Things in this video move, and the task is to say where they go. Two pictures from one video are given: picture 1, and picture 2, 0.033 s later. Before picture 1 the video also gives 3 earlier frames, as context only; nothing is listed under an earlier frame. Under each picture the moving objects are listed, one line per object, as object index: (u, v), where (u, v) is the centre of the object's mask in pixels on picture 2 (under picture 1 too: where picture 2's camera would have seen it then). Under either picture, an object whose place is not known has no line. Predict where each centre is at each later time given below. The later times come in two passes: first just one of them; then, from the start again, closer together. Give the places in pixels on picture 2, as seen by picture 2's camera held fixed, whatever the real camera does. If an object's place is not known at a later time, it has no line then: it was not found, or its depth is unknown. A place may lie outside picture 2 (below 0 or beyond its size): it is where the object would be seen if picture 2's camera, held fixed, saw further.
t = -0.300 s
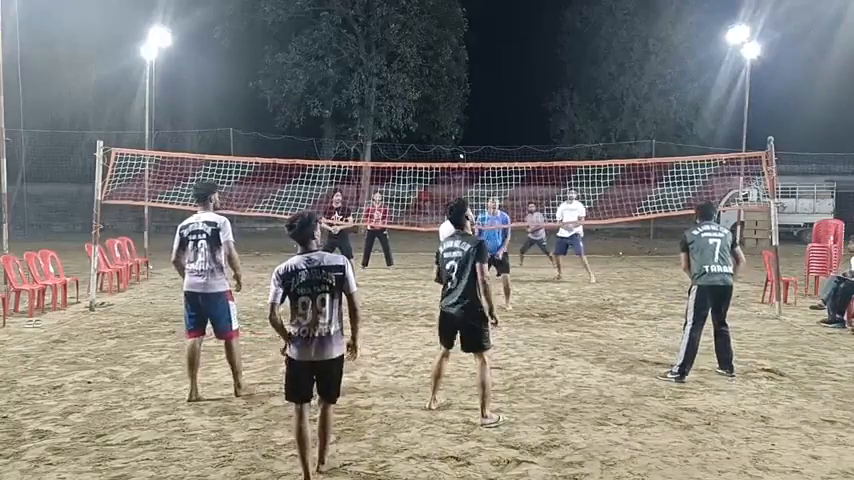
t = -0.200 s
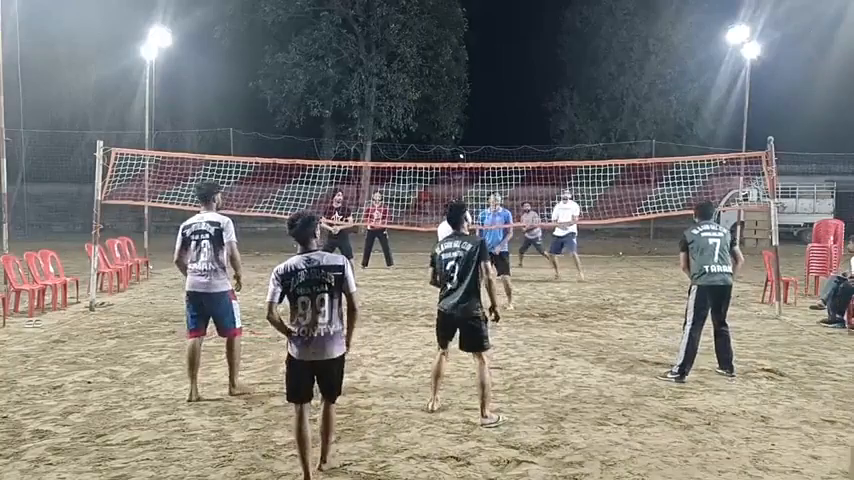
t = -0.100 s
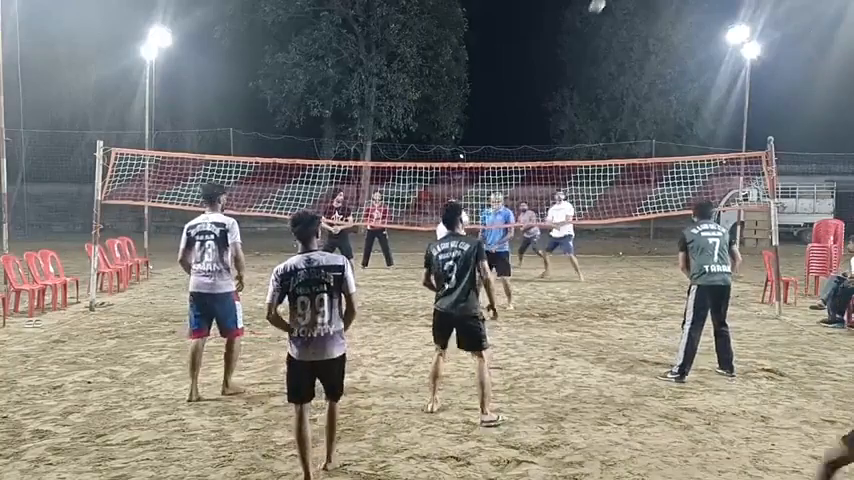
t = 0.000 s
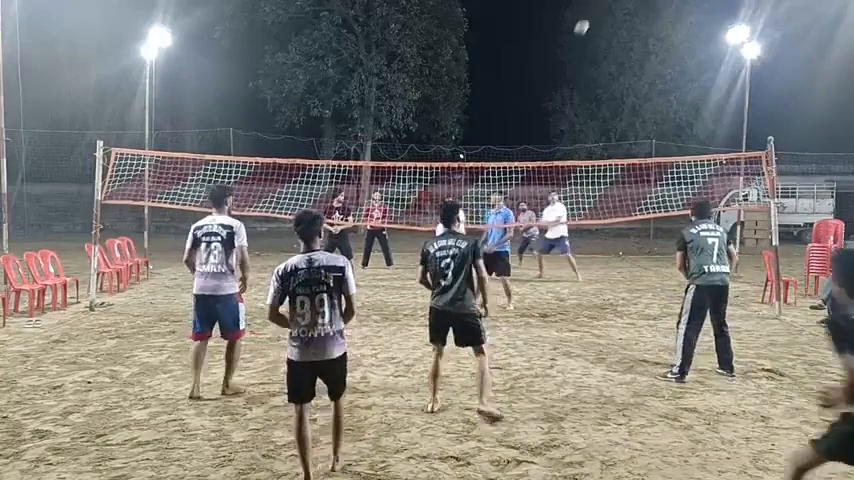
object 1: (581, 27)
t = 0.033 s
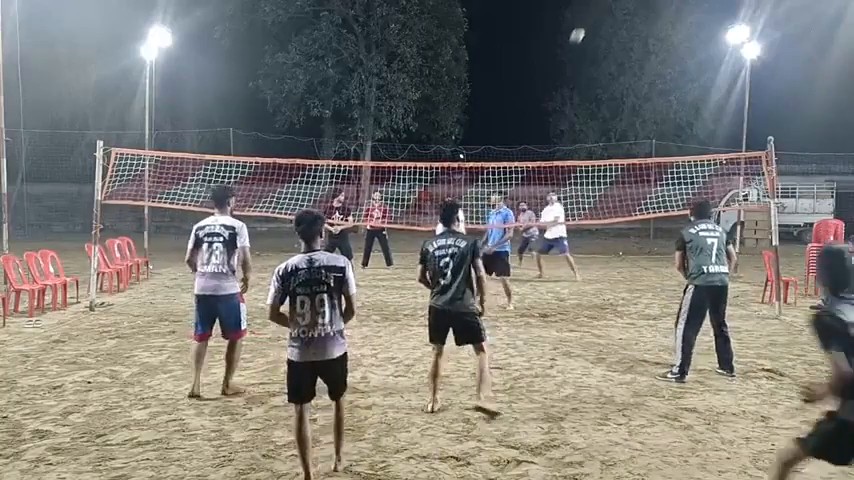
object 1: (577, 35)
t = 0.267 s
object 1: (551, 101)
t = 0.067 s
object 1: (573, 44)
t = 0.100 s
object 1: (569, 53)
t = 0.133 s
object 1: (565, 62)
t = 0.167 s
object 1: (561, 72)
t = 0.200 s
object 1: (558, 81)
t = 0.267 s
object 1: (551, 101)
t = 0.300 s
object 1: (548, 112)
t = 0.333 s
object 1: (545, 123)
